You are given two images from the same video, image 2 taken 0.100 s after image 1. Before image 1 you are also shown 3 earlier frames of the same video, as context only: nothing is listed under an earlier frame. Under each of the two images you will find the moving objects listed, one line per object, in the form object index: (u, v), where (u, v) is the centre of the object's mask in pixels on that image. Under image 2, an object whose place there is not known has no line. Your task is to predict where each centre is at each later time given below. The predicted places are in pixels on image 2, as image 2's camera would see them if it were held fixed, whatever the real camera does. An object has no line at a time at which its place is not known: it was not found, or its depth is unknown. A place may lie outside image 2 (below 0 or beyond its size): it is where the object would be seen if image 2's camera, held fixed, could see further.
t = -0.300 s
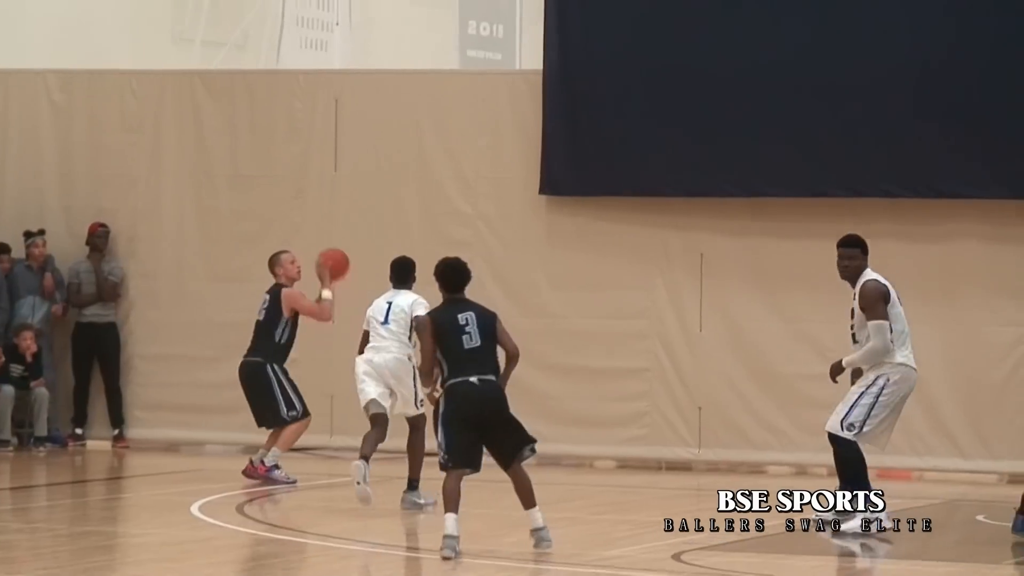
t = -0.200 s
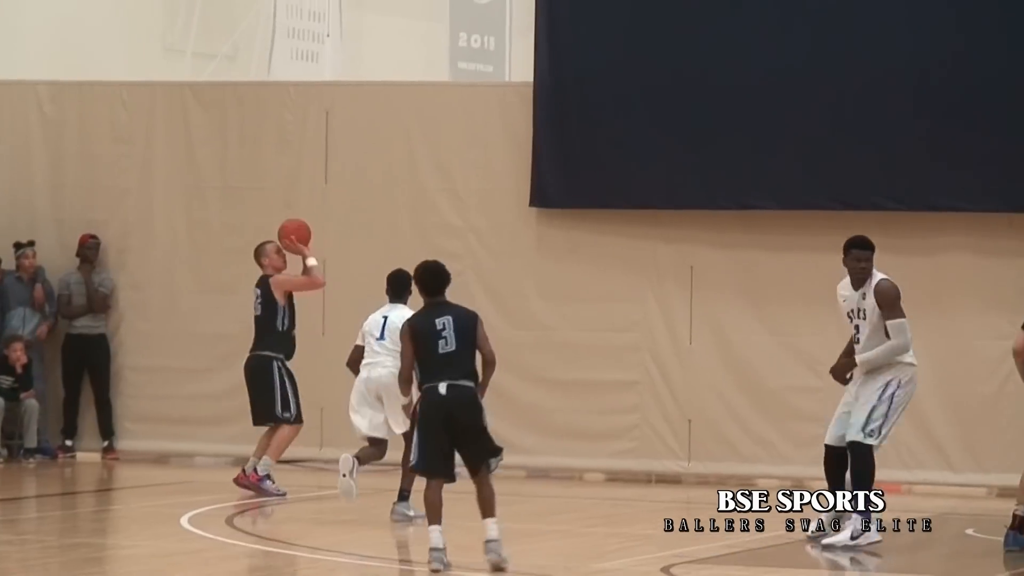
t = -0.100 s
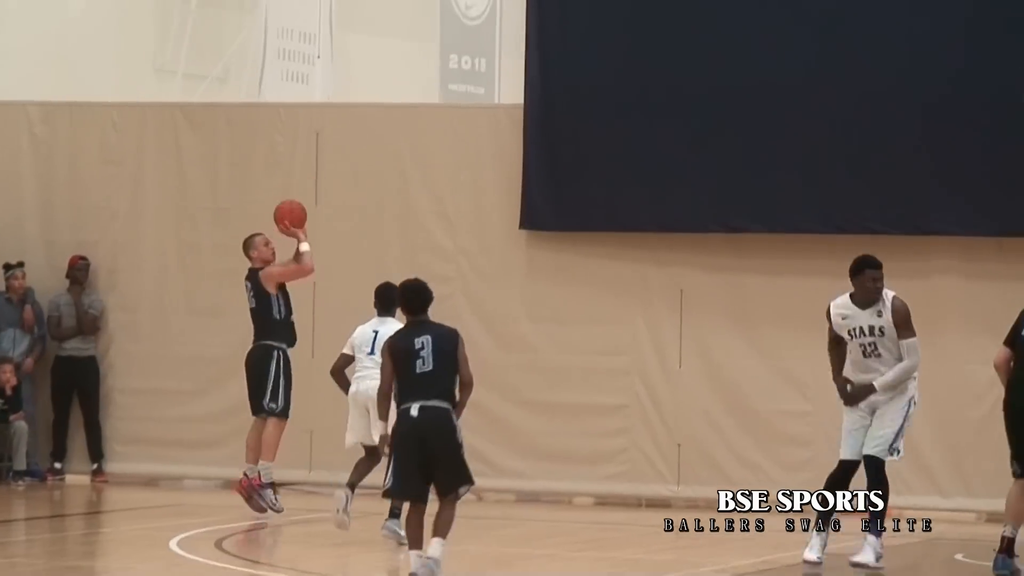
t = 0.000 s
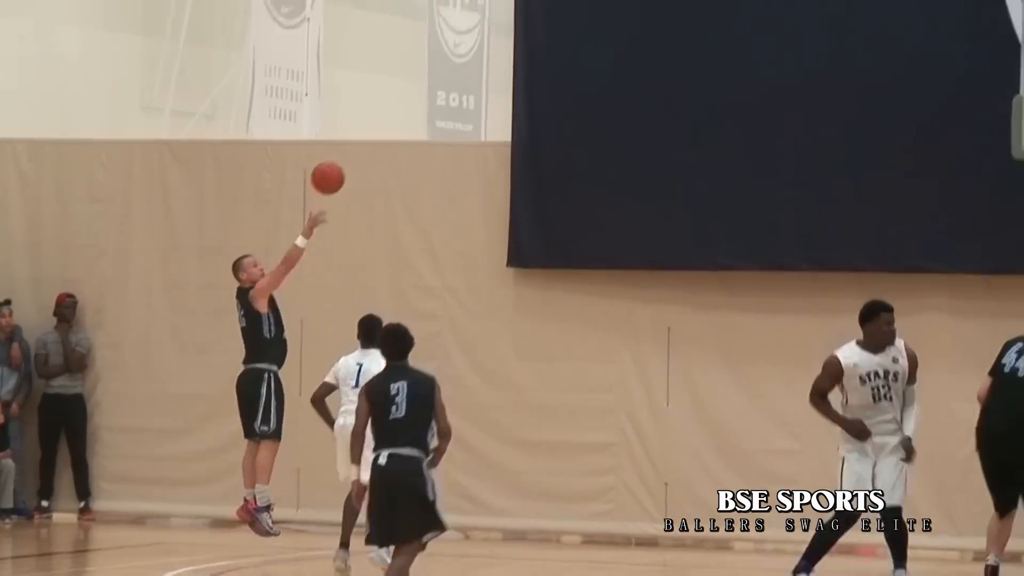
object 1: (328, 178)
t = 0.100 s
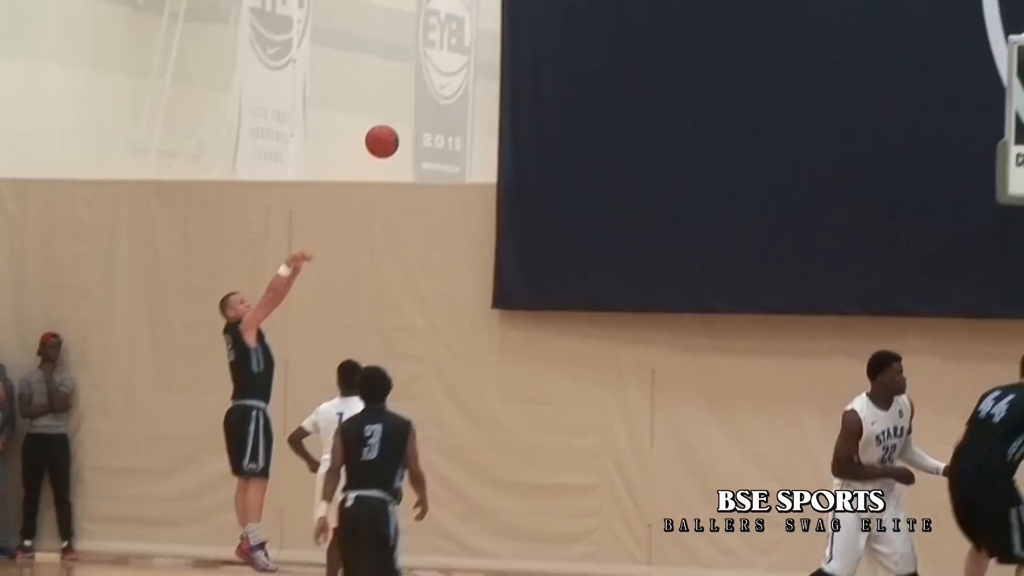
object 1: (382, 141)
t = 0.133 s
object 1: (405, 118)
